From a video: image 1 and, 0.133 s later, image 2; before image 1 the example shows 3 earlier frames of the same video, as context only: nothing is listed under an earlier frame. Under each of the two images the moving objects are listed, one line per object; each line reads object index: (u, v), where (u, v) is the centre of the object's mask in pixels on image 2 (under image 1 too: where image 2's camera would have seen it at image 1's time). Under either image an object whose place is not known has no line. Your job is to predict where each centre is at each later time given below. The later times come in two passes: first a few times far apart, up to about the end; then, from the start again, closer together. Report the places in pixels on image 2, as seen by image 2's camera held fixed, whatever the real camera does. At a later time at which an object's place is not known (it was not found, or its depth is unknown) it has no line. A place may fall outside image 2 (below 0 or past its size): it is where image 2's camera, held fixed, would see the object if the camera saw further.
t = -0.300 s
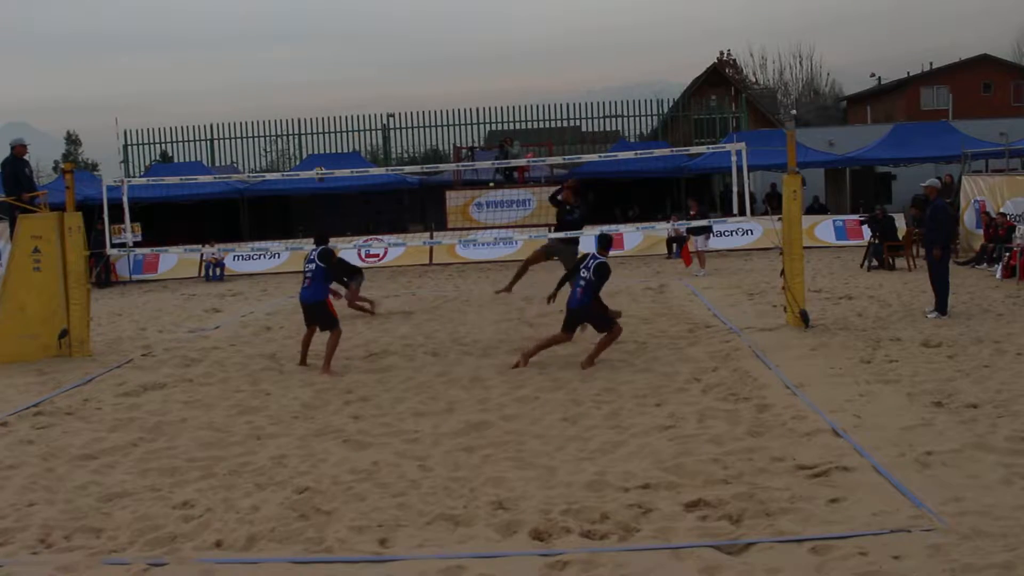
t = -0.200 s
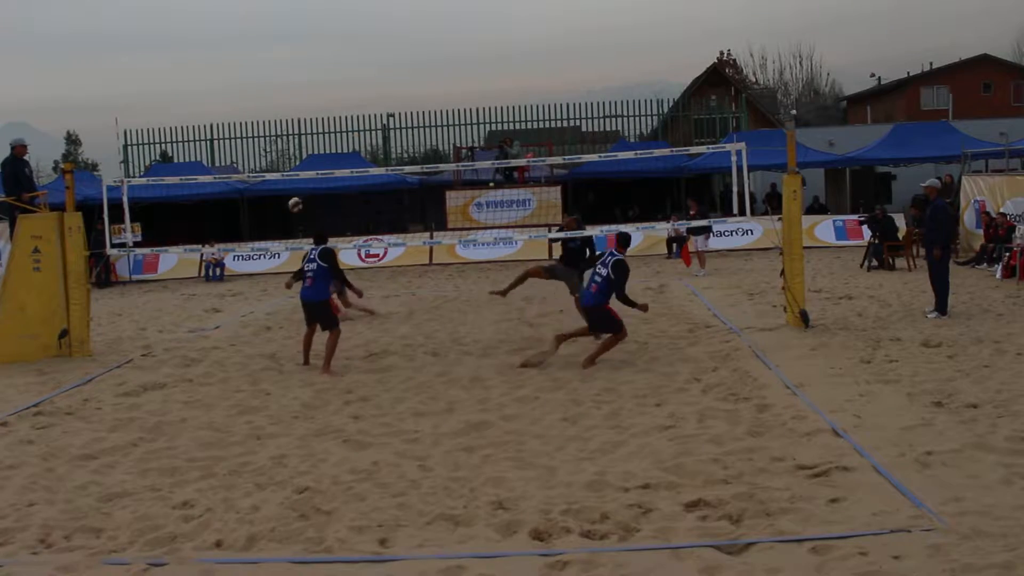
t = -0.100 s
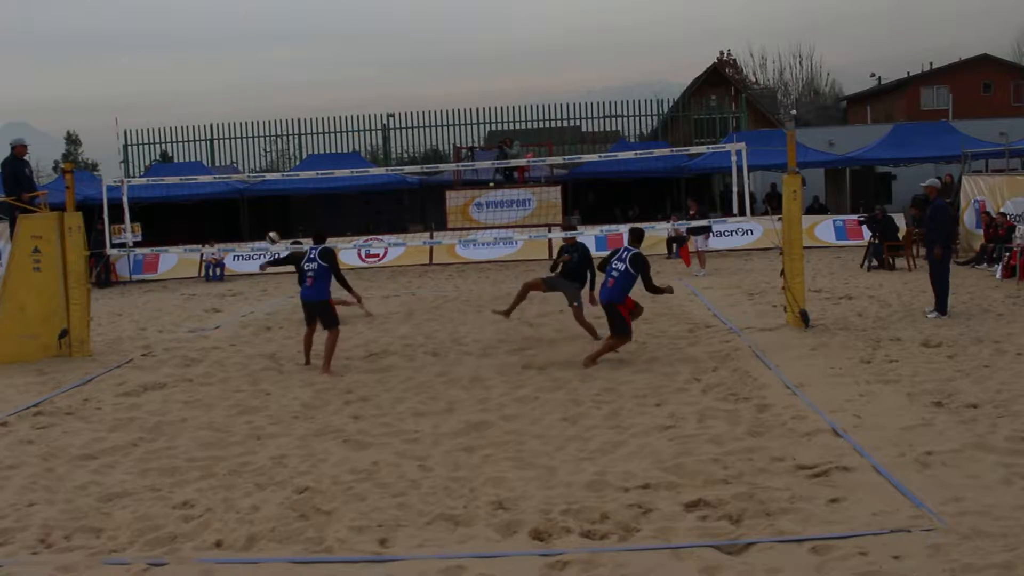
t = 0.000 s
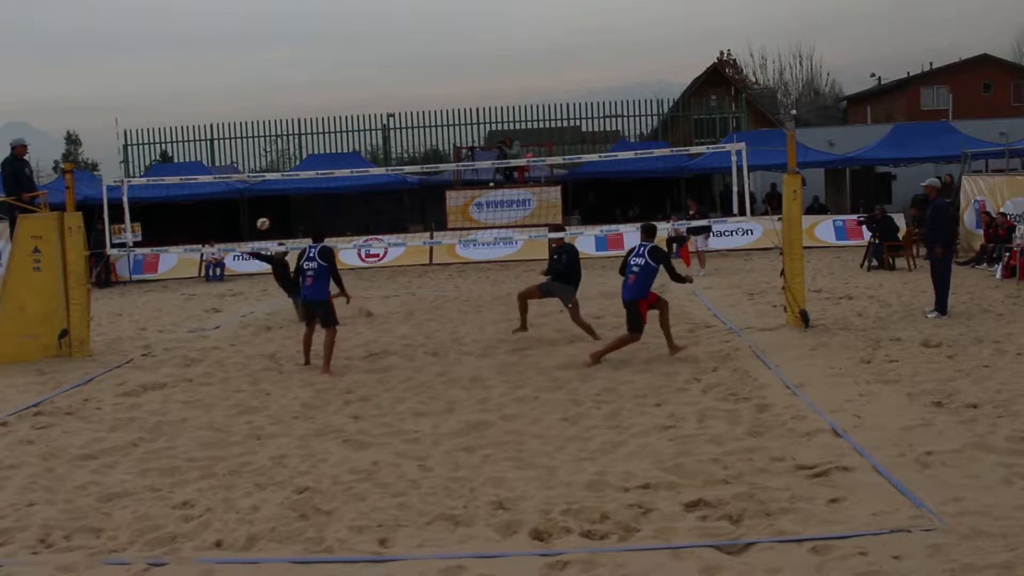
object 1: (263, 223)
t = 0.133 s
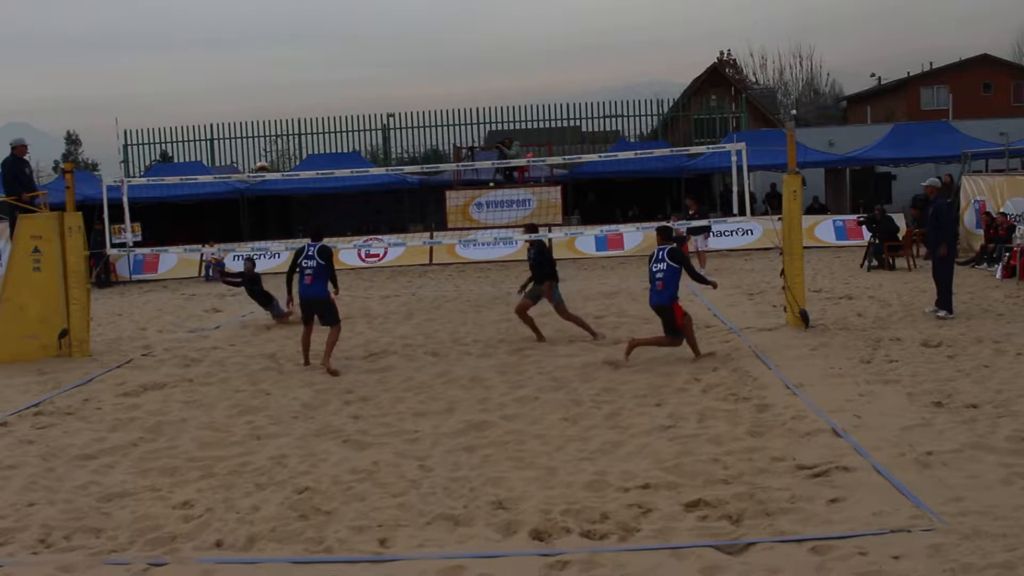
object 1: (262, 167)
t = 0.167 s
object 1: (261, 155)
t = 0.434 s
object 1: (261, 78)
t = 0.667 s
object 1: (264, 48)
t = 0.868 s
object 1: (269, 49)
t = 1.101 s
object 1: (275, 80)
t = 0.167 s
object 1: (261, 155)
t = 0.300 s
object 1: (261, 111)
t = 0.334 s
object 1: (261, 103)
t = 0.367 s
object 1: (261, 92)
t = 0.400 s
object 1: (261, 85)
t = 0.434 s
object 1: (261, 78)
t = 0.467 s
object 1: (262, 73)
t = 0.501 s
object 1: (262, 66)
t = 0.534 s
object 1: (262, 61)
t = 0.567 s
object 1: (263, 57)
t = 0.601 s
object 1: (263, 54)
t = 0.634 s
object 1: (264, 50)
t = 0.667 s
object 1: (264, 48)
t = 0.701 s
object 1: (265, 47)
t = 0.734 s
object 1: (266, 45)
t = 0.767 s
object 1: (267, 45)
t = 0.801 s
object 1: (267, 46)
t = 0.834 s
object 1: (268, 48)
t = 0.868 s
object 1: (269, 49)
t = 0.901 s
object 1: (269, 51)
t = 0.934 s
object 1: (271, 54)
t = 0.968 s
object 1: (271, 58)
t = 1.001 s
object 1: (272, 62)
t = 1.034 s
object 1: (273, 68)
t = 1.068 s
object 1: (274, 75)
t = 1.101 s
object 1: (275, 80)
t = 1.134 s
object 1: (277, 88)
